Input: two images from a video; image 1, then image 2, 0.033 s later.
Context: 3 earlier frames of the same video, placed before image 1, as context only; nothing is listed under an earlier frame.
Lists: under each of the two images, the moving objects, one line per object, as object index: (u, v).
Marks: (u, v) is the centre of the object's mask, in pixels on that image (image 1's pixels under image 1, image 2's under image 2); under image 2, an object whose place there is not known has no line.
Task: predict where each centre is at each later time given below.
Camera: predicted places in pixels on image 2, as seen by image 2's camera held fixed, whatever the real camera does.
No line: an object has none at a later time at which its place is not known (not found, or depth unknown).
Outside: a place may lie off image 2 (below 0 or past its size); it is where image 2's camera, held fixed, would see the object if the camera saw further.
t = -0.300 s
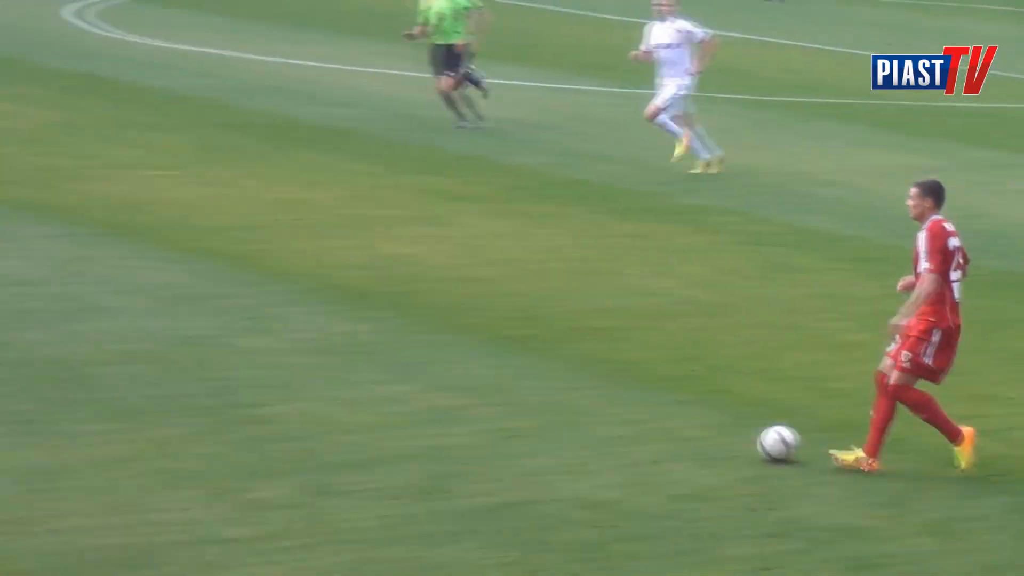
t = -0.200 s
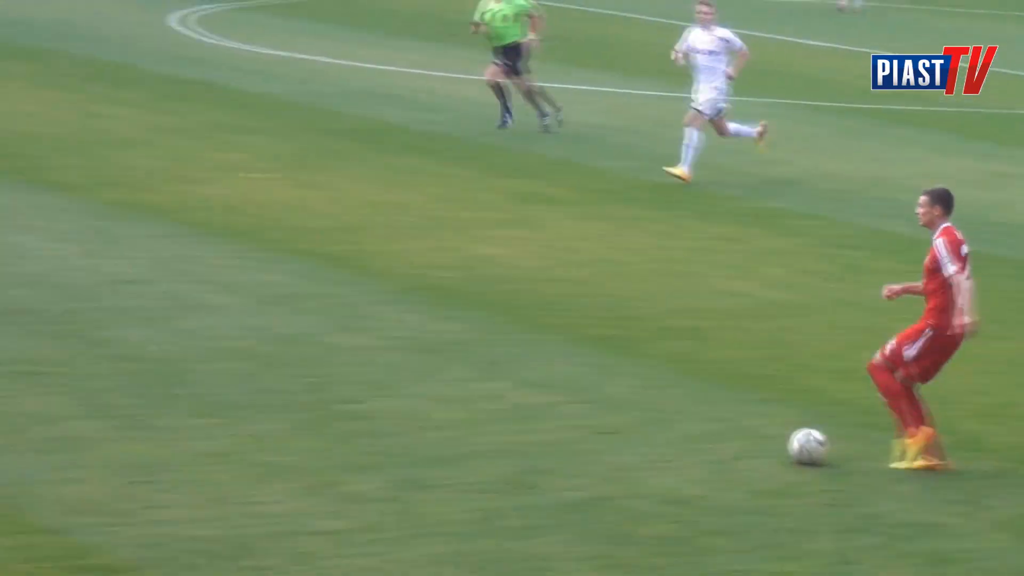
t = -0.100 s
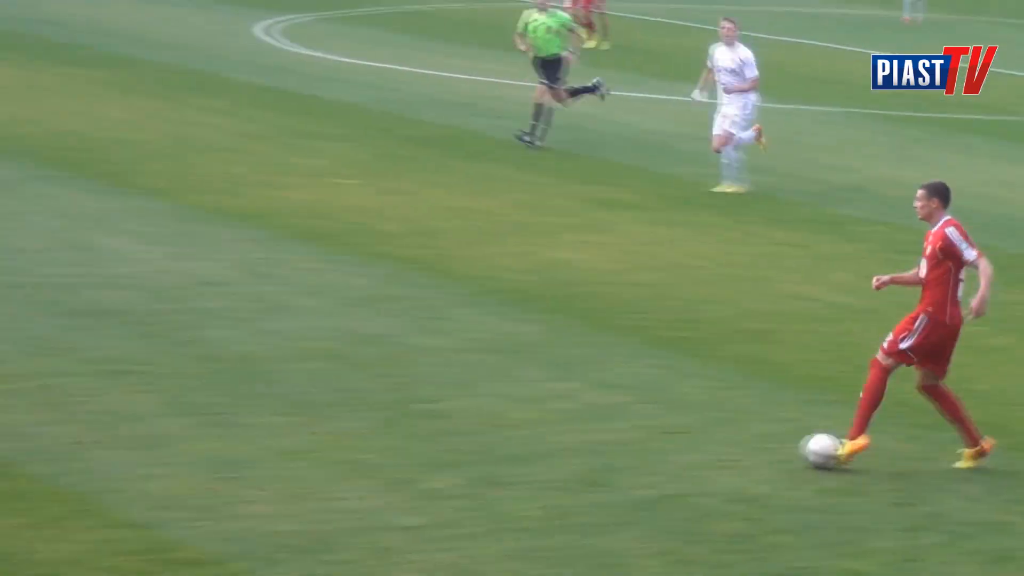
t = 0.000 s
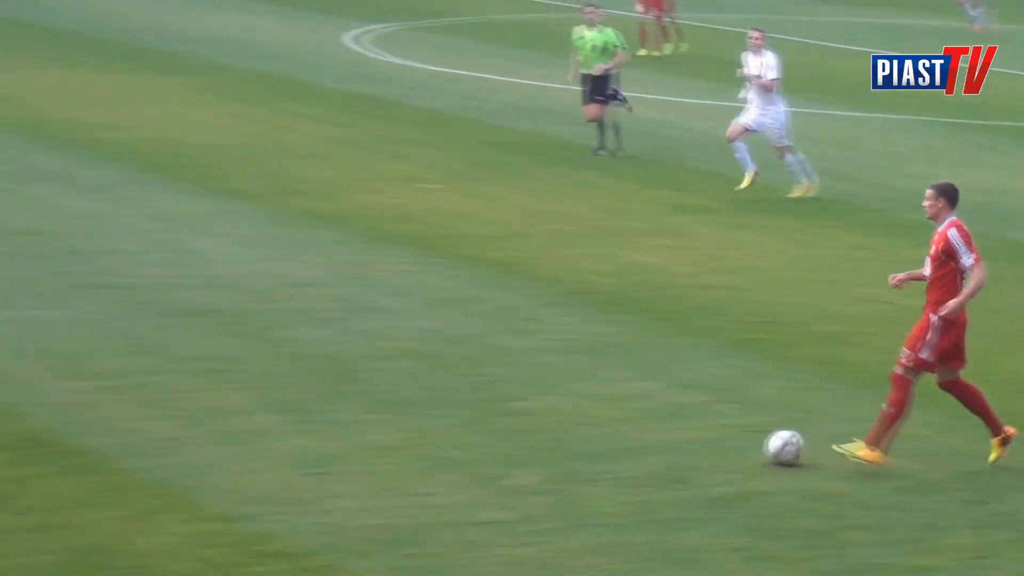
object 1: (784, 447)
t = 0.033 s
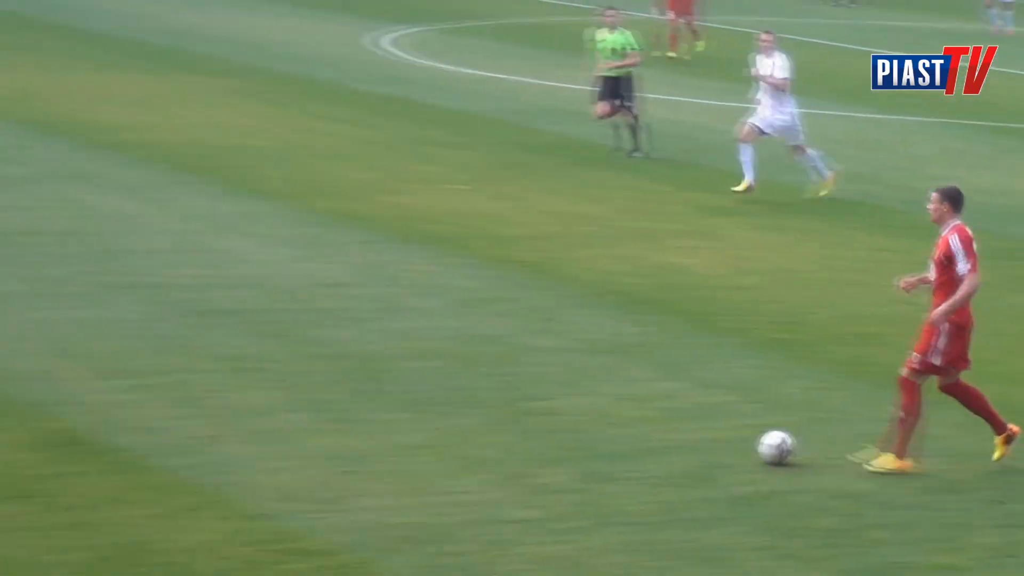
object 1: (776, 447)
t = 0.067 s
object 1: (739, 447)
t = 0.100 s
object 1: (706, 446)
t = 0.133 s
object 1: (677, 447)
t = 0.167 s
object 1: (644, 447)
